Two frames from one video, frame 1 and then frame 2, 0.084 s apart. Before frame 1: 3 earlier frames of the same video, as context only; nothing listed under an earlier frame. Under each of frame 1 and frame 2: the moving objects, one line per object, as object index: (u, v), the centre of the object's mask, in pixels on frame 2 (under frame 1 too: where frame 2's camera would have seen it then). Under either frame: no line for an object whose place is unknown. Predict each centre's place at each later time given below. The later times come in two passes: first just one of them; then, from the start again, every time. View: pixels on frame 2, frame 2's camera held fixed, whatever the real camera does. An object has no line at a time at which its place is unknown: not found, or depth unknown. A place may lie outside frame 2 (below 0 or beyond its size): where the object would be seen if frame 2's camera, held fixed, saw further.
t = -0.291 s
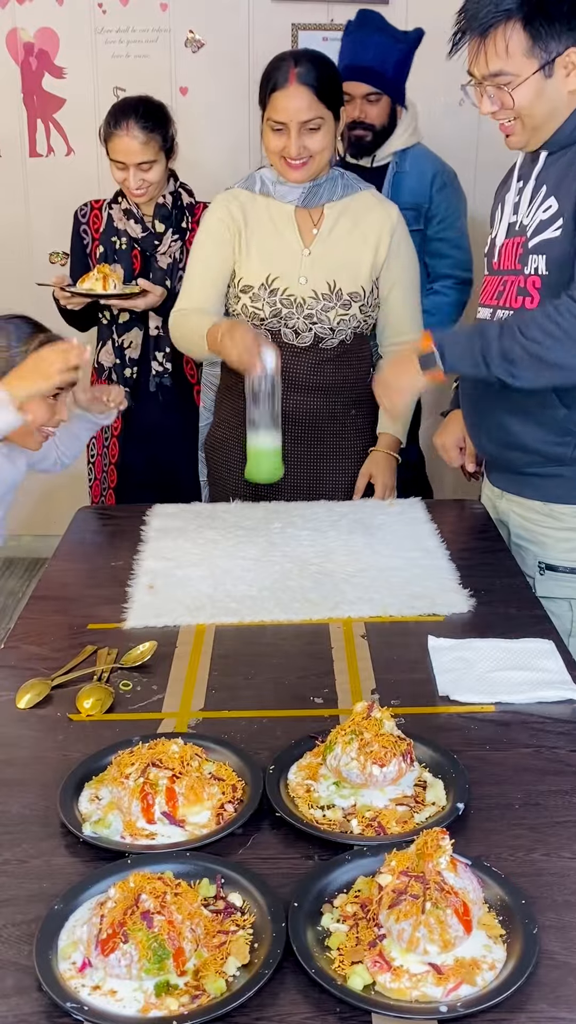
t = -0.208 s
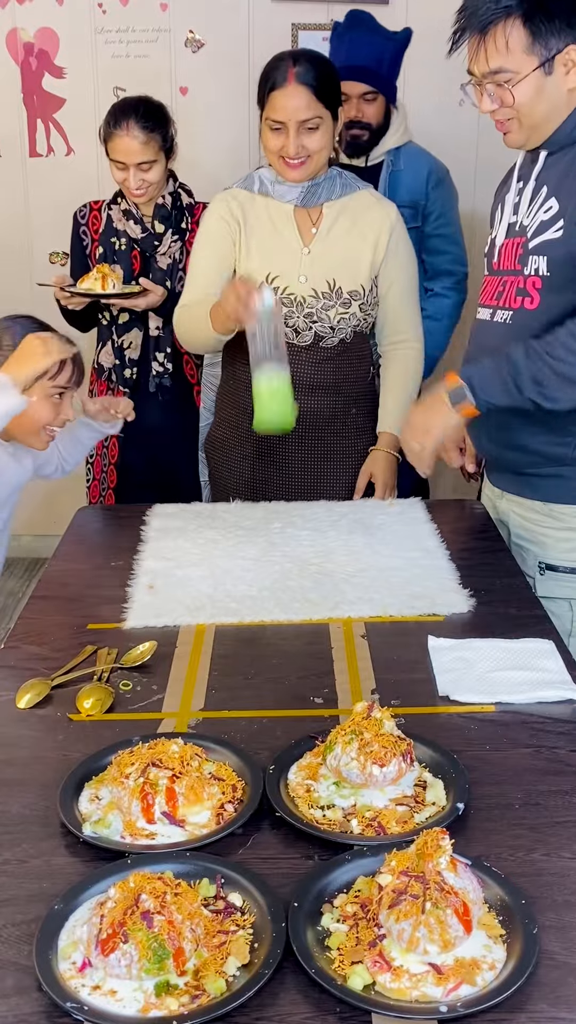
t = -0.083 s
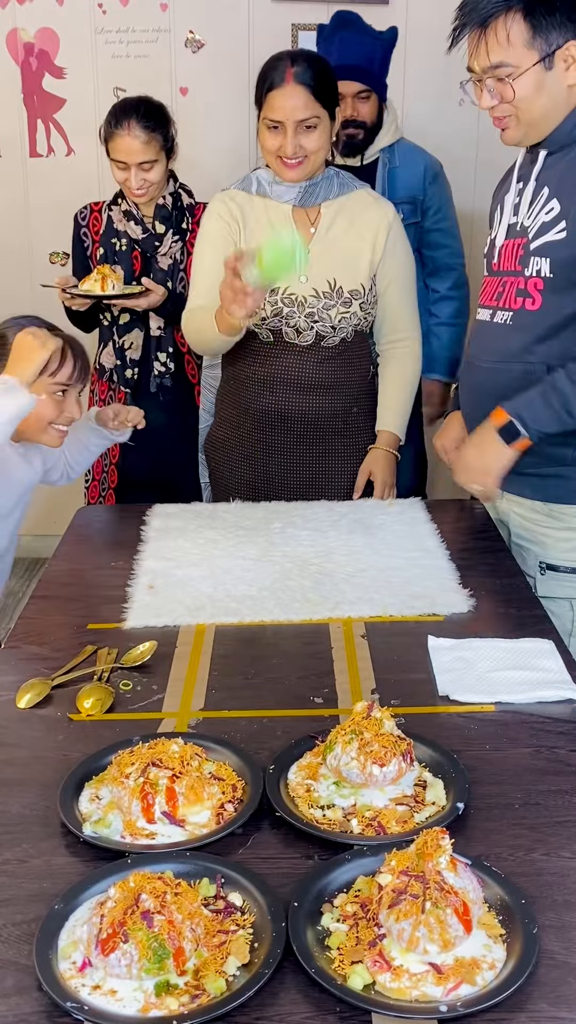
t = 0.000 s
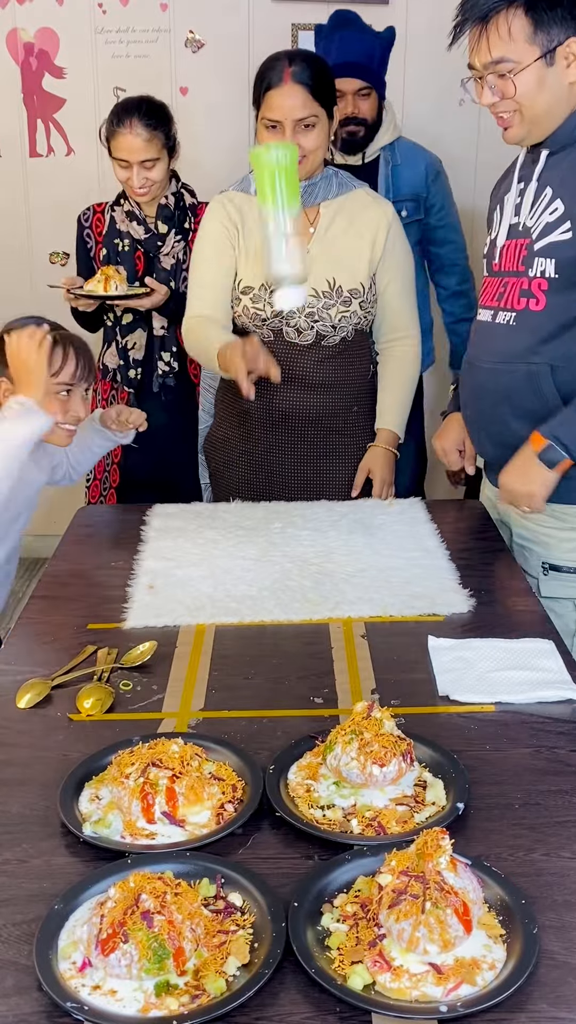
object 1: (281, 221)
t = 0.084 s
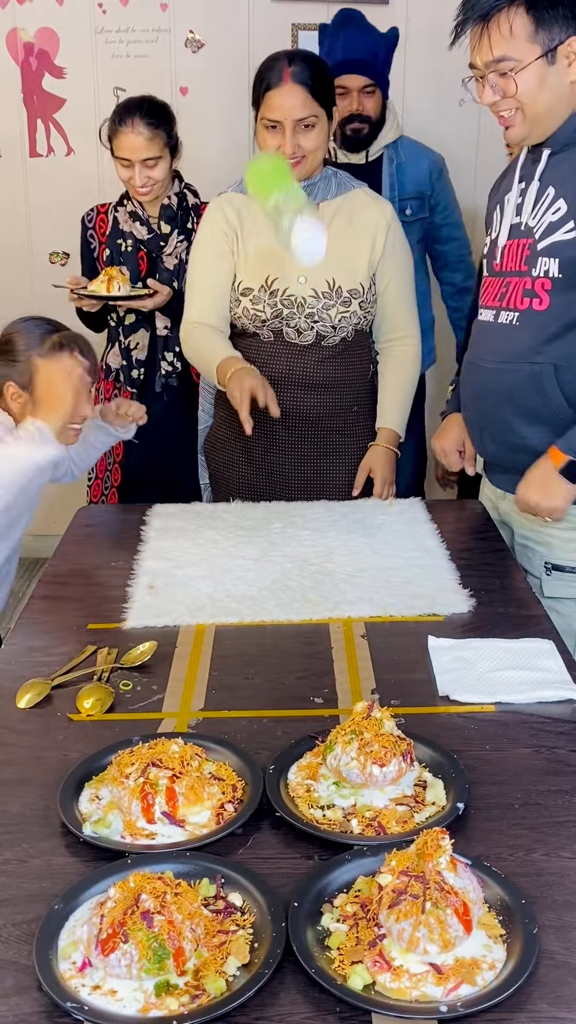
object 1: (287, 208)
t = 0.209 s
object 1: (282, 259)
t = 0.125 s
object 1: (287, 209)
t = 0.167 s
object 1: (286, 225)
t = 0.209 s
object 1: (282, 259)
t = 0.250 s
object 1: (280, 307)
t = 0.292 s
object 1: (279, 365)
